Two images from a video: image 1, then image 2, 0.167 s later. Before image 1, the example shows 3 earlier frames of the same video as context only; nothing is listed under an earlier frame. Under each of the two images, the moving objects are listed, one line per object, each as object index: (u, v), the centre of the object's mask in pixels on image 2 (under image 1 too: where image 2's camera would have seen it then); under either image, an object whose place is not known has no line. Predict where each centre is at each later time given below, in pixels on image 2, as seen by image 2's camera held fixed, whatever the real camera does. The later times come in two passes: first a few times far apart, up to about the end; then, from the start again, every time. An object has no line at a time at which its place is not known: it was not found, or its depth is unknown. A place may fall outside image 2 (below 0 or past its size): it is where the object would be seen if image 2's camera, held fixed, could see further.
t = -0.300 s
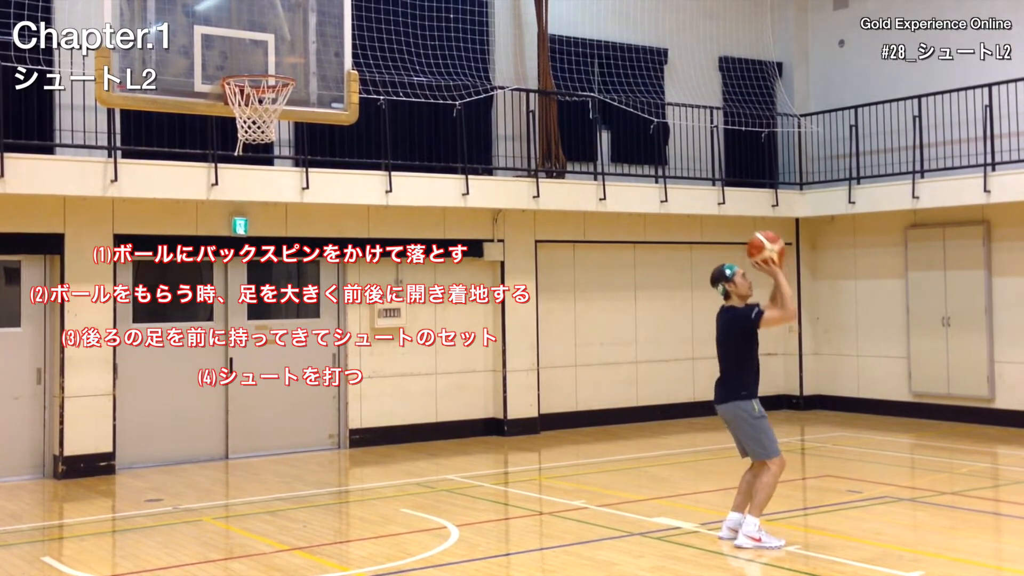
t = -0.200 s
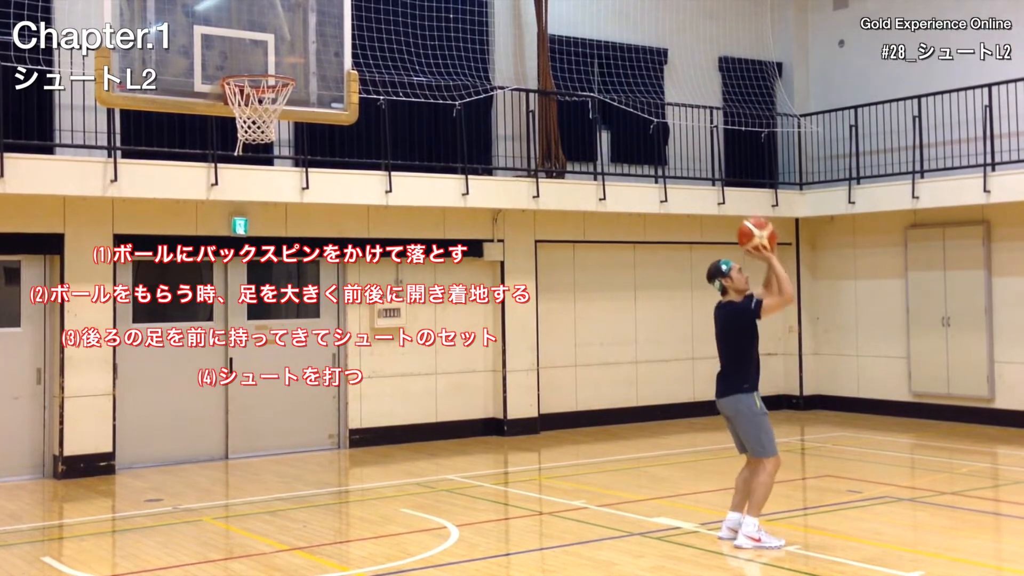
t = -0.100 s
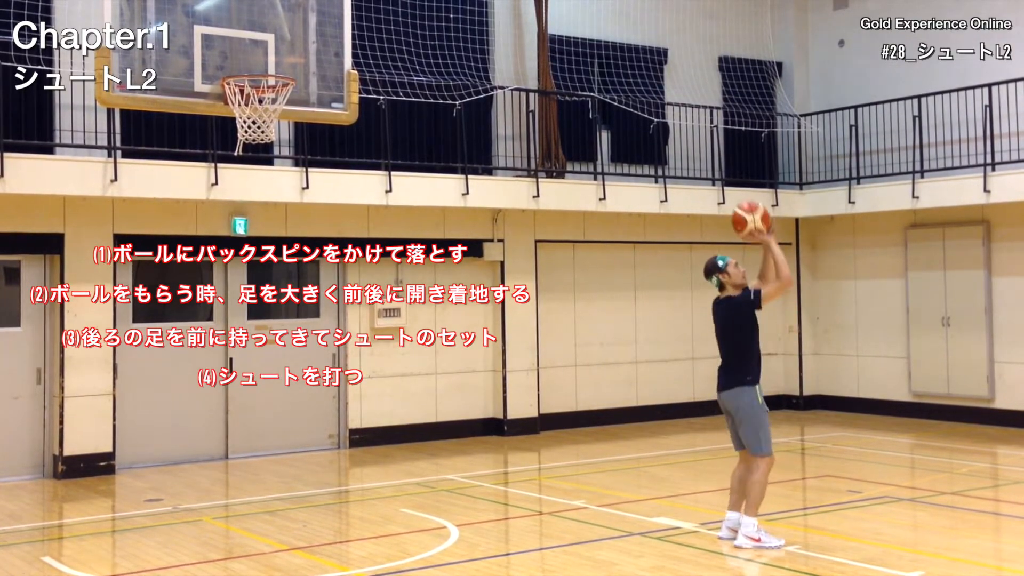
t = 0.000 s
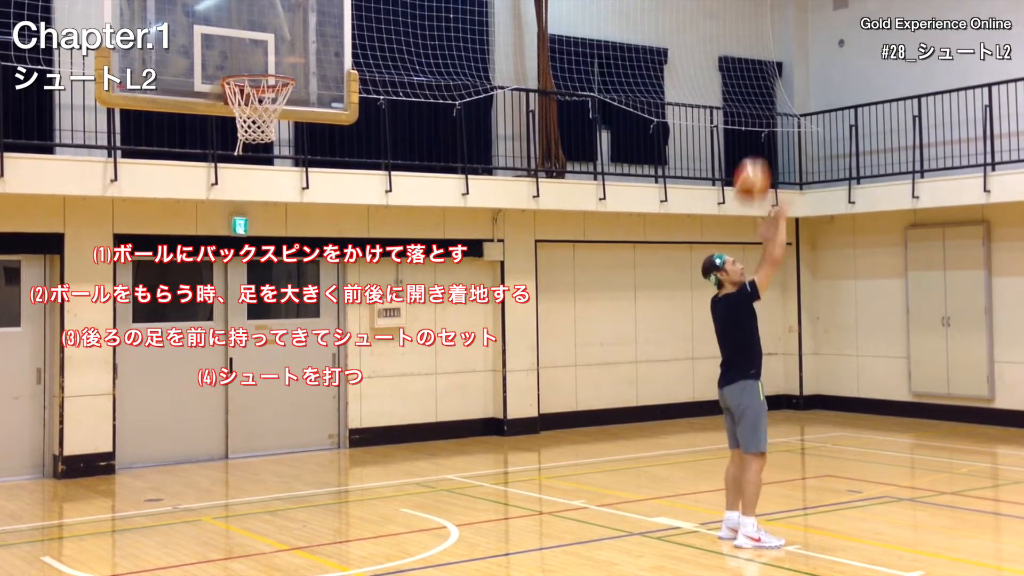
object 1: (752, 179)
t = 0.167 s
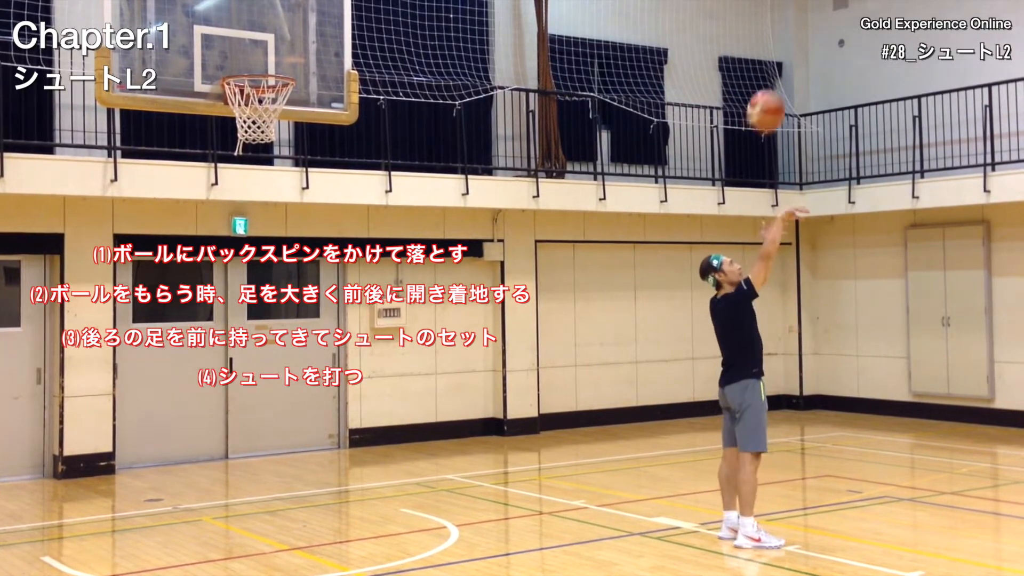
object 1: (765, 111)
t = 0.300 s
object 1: (776, 85)
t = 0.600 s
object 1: (803, 122)
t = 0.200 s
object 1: (768, 102)
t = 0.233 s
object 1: (771, 94)
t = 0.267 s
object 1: (774, 88)
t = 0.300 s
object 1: (776, 85)
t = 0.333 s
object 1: (779, 83)
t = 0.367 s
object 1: (782, 82)
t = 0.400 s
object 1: (785, 83)
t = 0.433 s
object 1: (788, 86)
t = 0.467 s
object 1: (792, 90)
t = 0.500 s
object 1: (794, 96)
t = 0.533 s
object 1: (797, 102)
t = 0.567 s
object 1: (800, 112)
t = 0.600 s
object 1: (803, 122)
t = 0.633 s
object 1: (806, 135)
